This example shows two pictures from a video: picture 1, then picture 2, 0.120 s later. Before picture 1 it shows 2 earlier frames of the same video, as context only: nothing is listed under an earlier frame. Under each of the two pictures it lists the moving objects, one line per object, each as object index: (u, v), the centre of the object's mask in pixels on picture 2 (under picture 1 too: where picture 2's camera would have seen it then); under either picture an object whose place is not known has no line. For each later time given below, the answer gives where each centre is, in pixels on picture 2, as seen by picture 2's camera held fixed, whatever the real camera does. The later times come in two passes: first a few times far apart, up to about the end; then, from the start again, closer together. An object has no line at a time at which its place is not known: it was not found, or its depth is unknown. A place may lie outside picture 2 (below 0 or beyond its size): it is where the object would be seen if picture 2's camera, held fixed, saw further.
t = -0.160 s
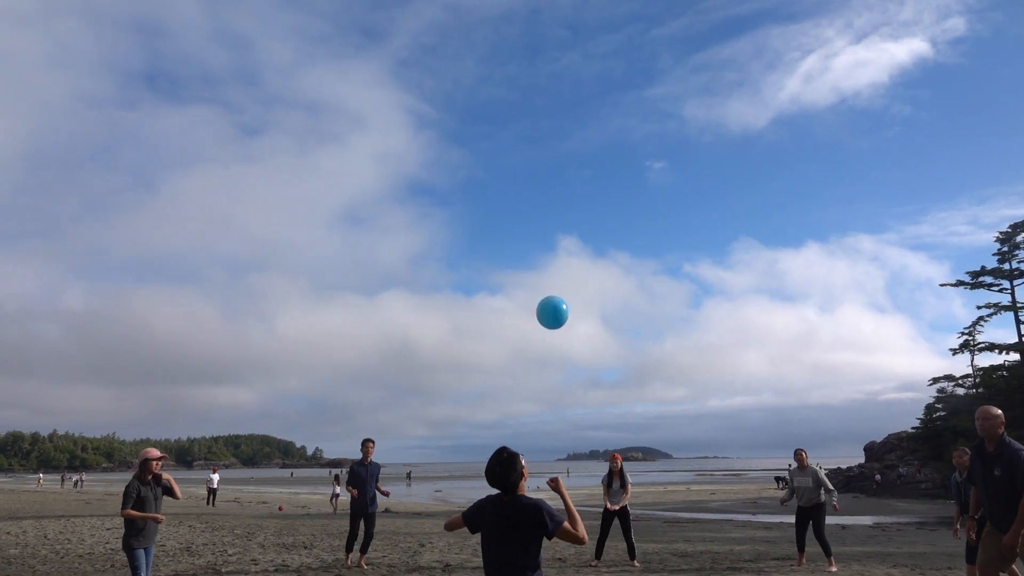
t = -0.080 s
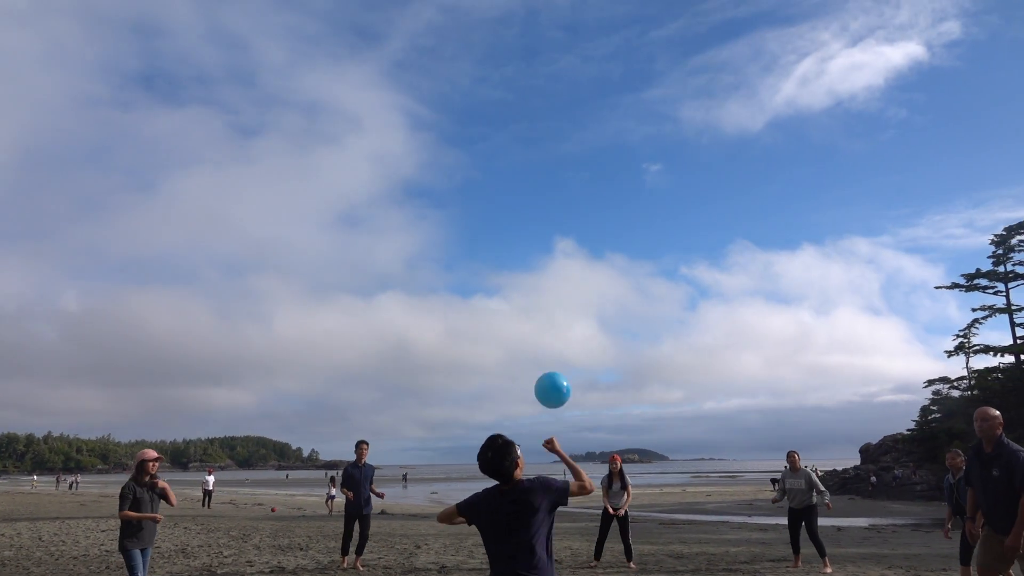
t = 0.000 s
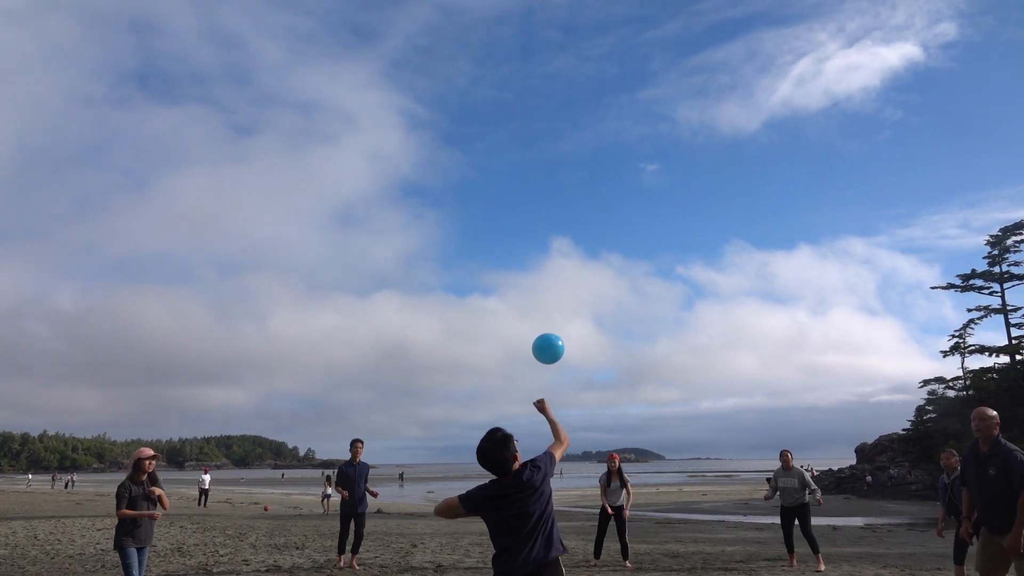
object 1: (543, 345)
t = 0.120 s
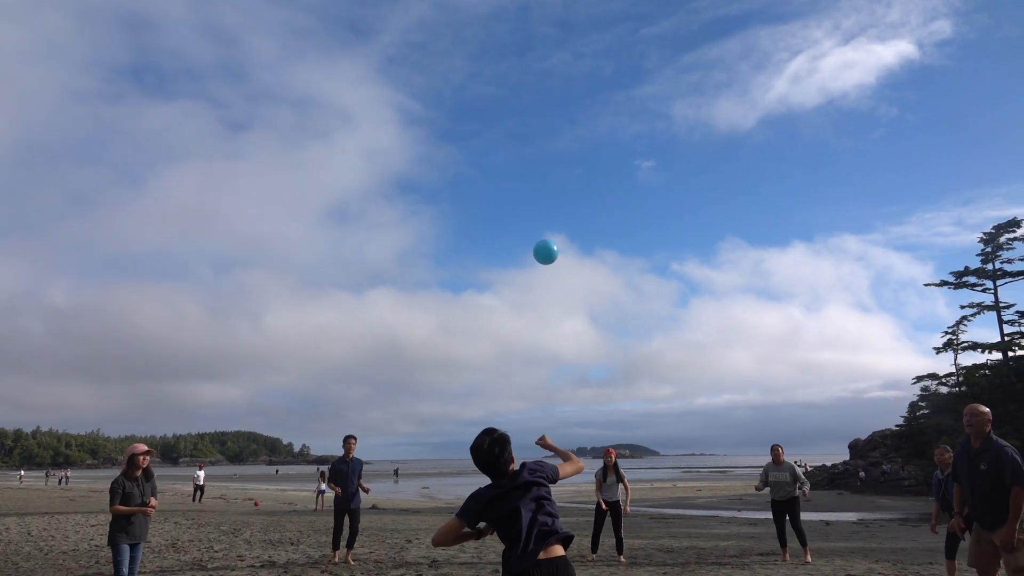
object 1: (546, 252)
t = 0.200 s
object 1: (548, 219)
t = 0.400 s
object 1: (551, 175)
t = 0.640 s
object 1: (540, 176)
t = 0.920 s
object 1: (539, 224)
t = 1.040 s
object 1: (540, 254)
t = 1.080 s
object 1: (540, 265)
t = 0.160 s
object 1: (547, 234)
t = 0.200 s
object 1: (548, 219)
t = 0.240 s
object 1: (549, 206)
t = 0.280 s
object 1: (550, 196)
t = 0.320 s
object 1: (551, 187)
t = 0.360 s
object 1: (551, 180)
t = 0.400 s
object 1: (551, 175)
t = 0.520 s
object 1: (545, 169)
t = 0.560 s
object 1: (543, 171)
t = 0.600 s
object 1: (541, 174)
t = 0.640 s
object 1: (540, 176)
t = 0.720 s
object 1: (540, 187)
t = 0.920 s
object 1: (539, 224)
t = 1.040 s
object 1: (540, 254)
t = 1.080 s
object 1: (540, 265)
